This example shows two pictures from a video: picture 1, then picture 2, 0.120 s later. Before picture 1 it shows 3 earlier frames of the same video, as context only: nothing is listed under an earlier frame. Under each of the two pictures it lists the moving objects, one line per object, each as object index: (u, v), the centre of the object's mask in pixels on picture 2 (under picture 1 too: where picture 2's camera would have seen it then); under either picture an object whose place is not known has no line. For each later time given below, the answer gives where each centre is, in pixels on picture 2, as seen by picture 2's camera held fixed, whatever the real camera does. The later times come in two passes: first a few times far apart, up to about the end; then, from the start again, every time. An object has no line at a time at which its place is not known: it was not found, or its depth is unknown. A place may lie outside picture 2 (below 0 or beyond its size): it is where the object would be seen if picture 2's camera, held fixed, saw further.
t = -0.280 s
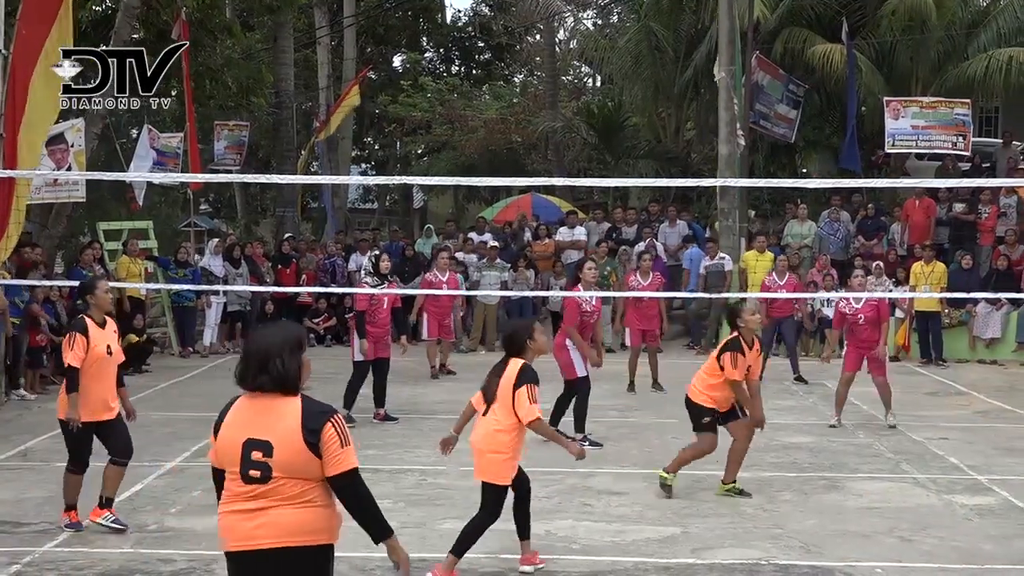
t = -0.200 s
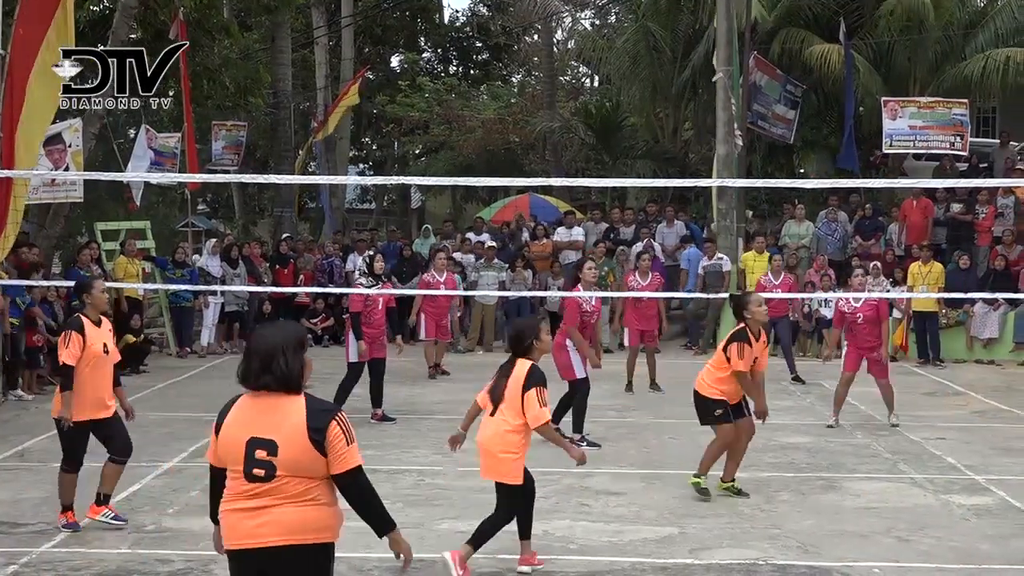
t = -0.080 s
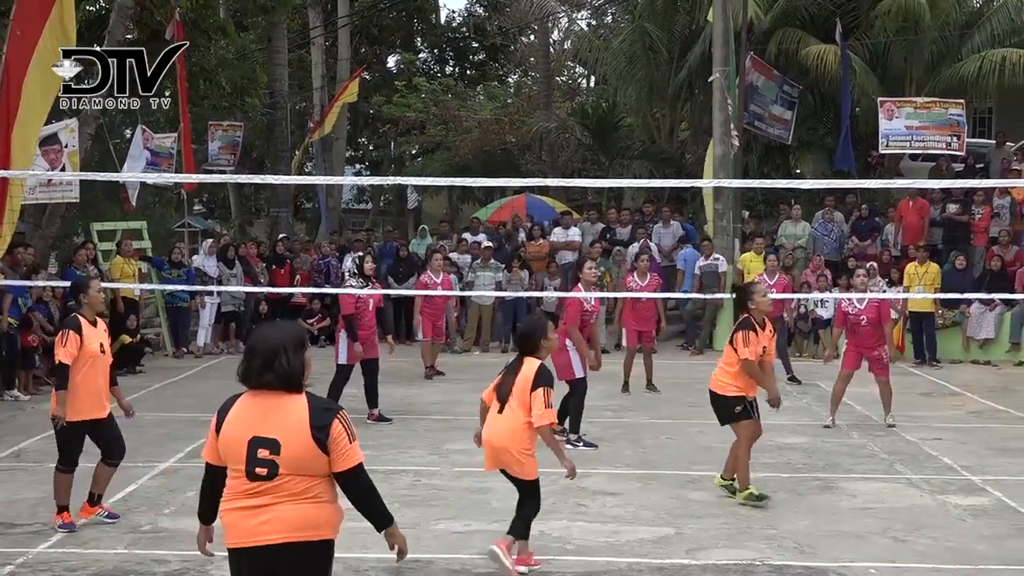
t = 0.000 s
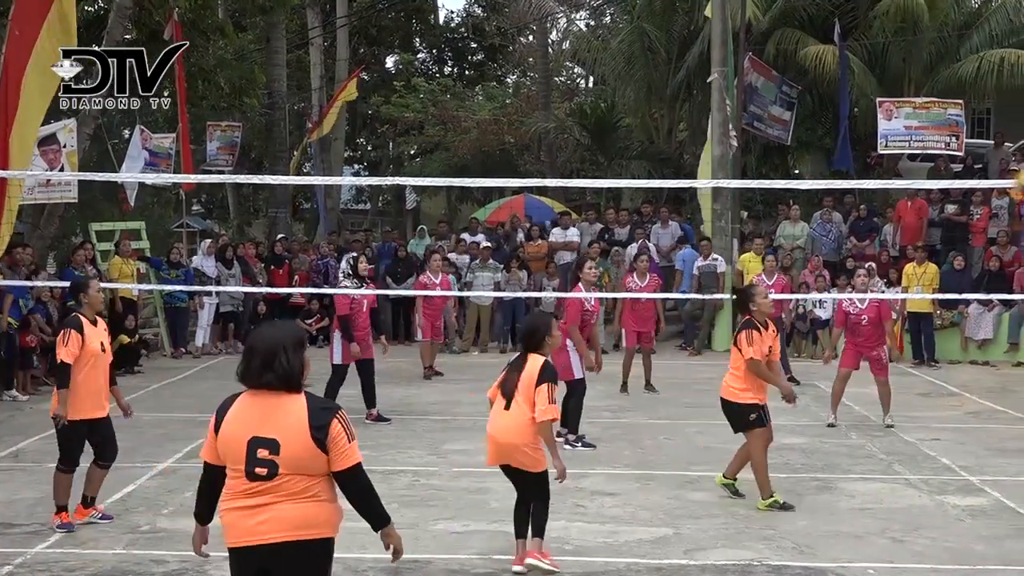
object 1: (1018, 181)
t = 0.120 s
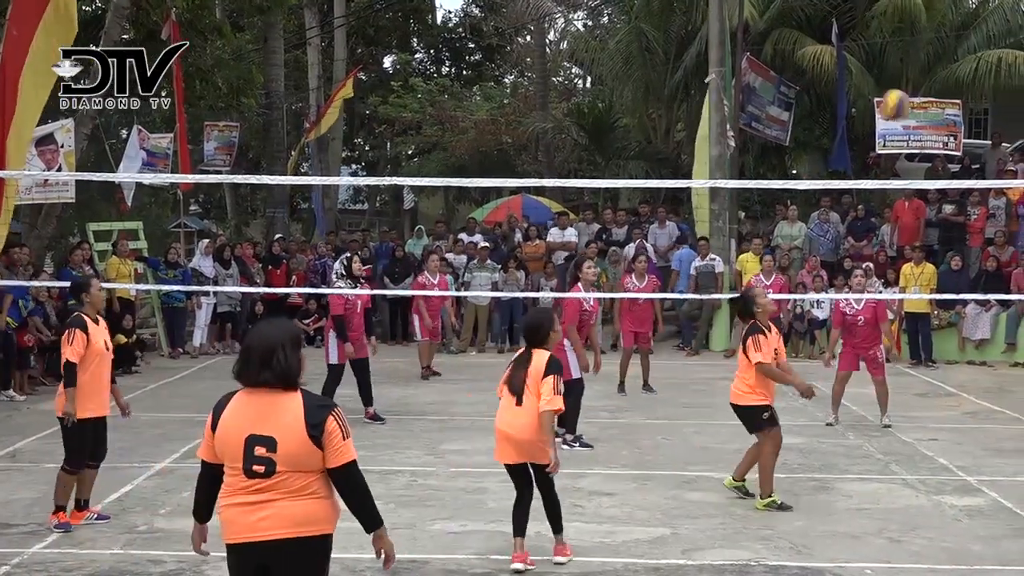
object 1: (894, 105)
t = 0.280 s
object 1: (742, 40)
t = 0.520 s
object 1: (552, 16)
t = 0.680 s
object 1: (445, 43)
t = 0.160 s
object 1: (854, 85)
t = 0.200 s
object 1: (814, 66)
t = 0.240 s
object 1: (777, 53)
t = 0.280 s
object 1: (742, 40)
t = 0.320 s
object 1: (706, 30)
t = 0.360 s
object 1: (672, 25)
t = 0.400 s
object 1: (641, 20)
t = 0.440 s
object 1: (609, 17)
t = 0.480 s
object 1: (581, 16)
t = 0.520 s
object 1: (552, 16)
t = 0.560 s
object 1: (524, 21)
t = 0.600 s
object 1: (495, 27)
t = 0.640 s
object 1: (470, 37)
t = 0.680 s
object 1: (445, 43)
